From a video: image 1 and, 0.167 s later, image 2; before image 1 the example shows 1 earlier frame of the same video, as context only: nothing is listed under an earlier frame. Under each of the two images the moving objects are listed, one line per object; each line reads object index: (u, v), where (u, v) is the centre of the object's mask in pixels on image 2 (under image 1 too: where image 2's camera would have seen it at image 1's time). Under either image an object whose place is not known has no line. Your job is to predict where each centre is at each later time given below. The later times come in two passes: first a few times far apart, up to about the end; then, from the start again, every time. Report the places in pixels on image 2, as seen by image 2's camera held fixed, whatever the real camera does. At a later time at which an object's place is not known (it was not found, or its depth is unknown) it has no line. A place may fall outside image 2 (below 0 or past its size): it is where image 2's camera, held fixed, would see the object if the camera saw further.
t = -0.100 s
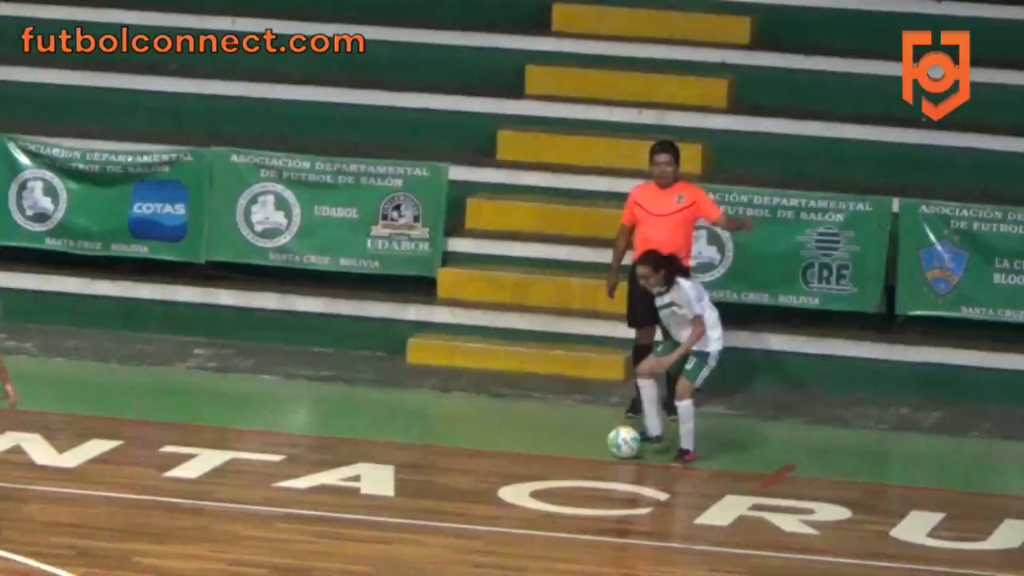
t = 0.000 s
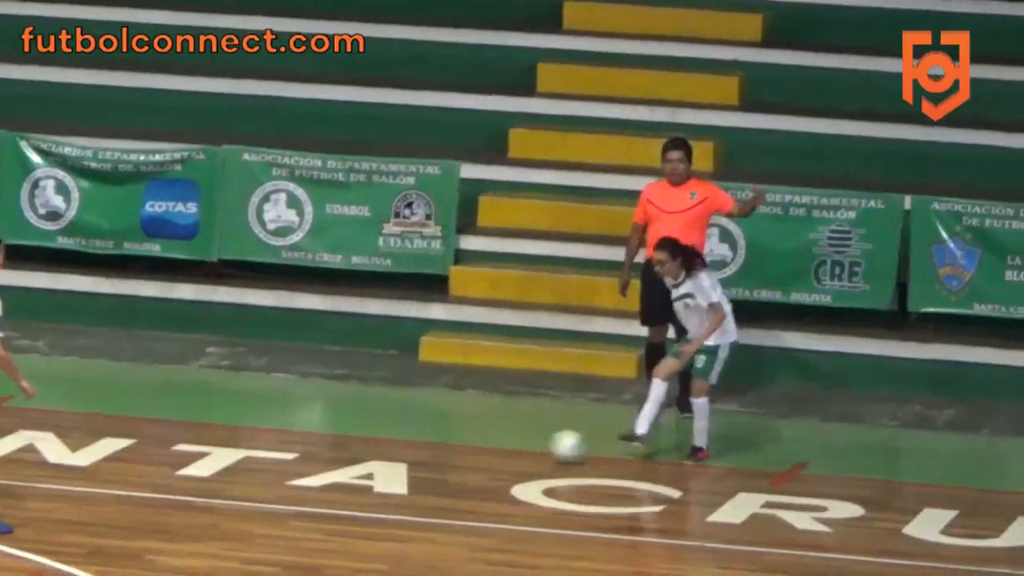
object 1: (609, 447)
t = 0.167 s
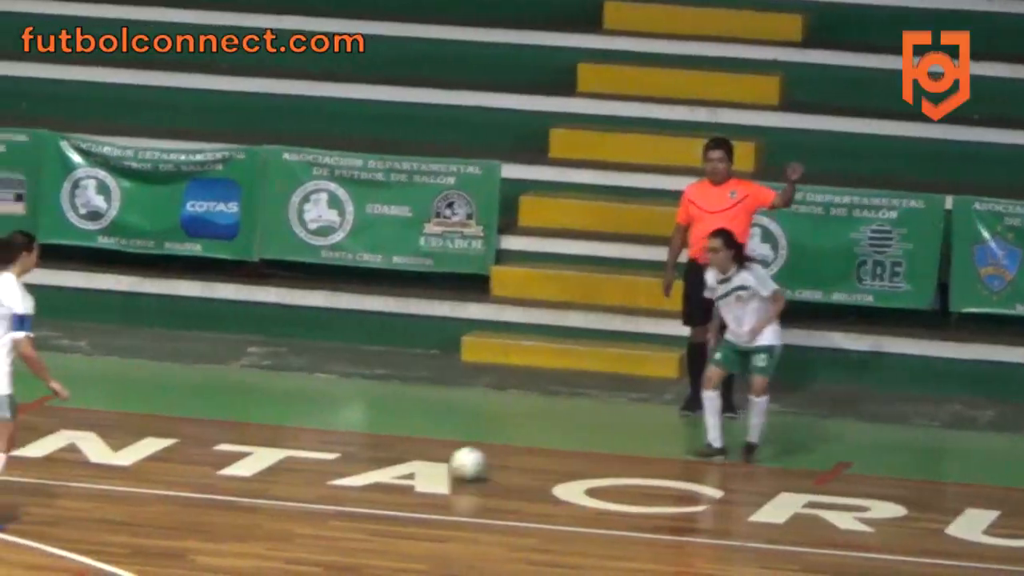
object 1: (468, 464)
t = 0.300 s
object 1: (363, 475)
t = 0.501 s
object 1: (218, 493)
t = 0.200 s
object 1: (442, 467)
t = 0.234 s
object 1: (416, 470)
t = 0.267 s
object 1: (389, 473)
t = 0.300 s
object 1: (363, 475)
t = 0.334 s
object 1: (338, 478)
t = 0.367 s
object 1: (313, 481)
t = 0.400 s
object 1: (289, 485)
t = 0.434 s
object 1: (265, 488)
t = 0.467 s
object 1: (242, 491)
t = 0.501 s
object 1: (218, 493)
